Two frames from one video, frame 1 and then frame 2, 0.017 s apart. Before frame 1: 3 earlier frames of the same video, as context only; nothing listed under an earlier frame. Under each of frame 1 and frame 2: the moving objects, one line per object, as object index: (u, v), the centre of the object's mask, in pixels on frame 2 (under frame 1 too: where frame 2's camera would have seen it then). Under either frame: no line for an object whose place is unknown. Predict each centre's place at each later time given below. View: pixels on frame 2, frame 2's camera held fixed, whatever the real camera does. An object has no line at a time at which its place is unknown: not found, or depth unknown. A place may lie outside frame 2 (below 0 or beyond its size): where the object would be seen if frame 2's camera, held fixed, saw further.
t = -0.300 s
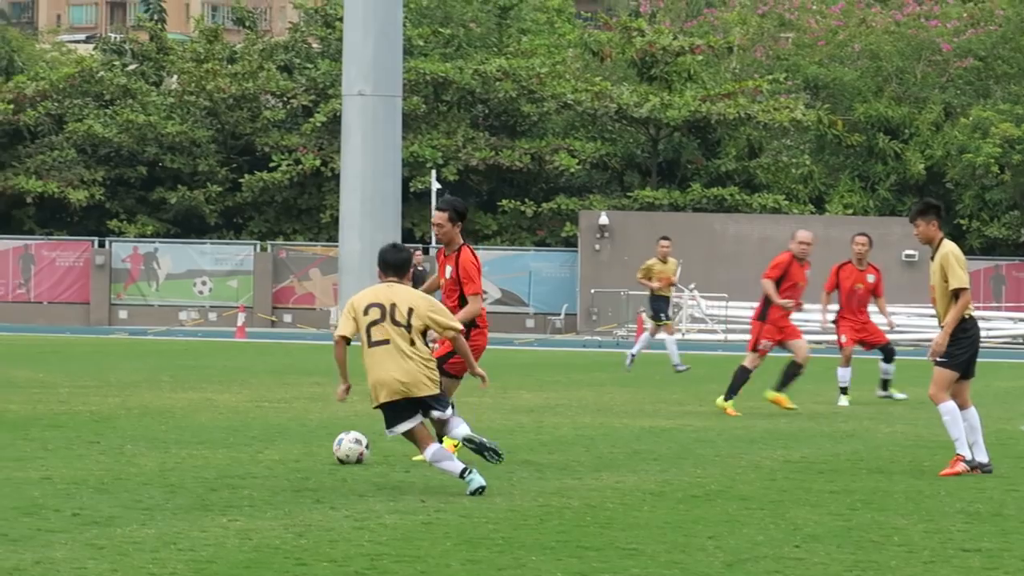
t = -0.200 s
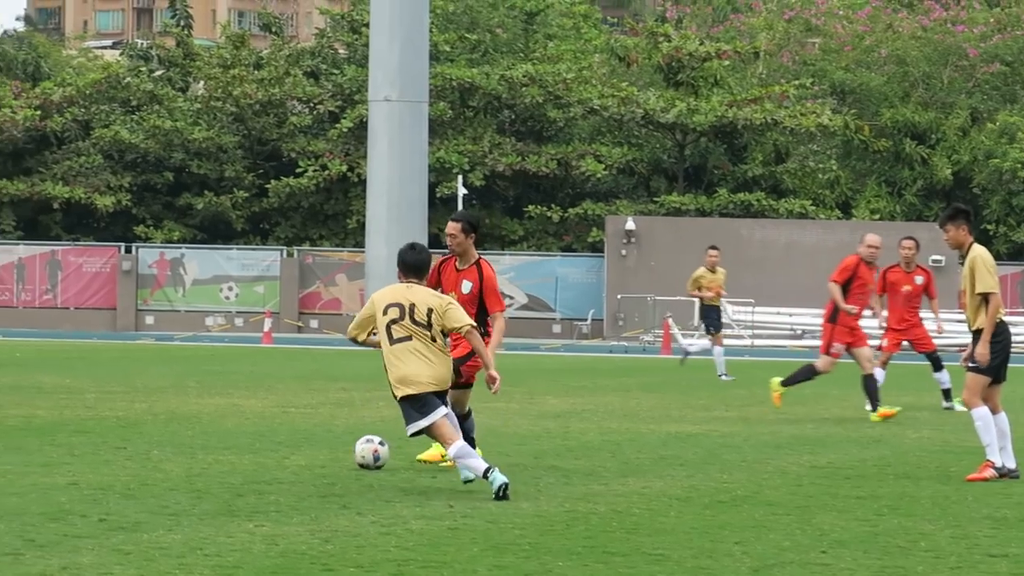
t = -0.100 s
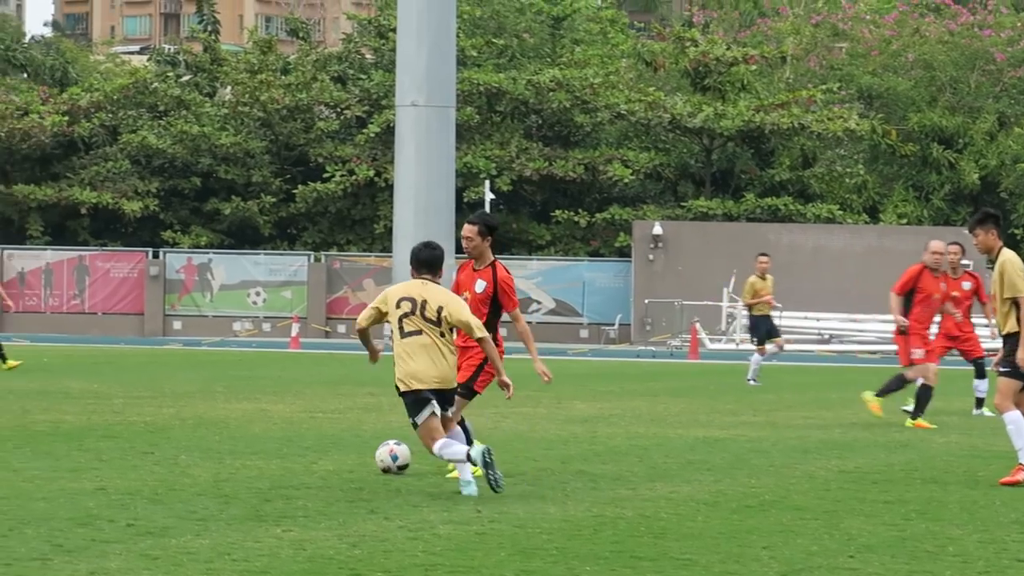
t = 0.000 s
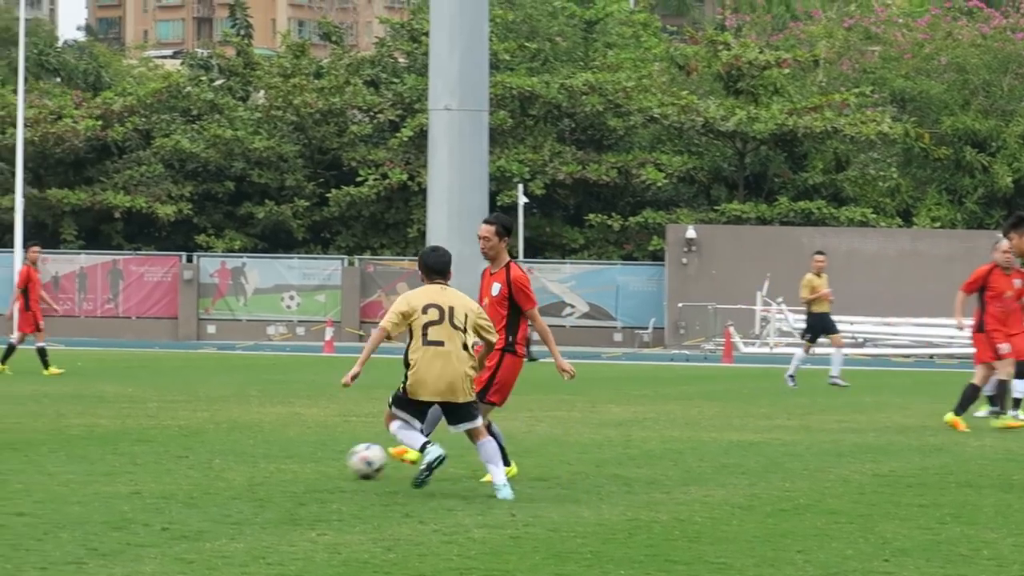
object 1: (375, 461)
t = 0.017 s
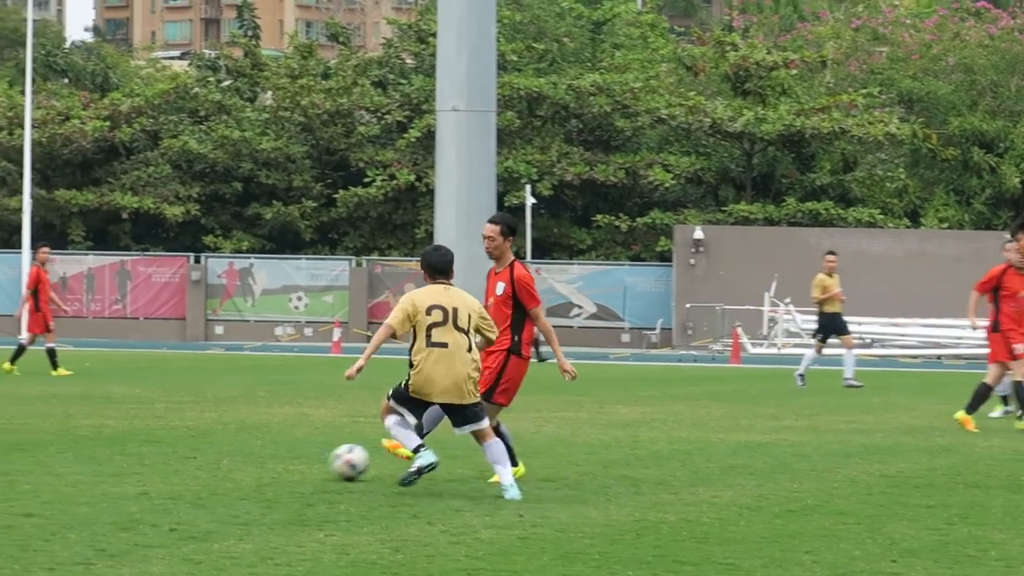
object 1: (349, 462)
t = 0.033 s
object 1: (324, 463)
